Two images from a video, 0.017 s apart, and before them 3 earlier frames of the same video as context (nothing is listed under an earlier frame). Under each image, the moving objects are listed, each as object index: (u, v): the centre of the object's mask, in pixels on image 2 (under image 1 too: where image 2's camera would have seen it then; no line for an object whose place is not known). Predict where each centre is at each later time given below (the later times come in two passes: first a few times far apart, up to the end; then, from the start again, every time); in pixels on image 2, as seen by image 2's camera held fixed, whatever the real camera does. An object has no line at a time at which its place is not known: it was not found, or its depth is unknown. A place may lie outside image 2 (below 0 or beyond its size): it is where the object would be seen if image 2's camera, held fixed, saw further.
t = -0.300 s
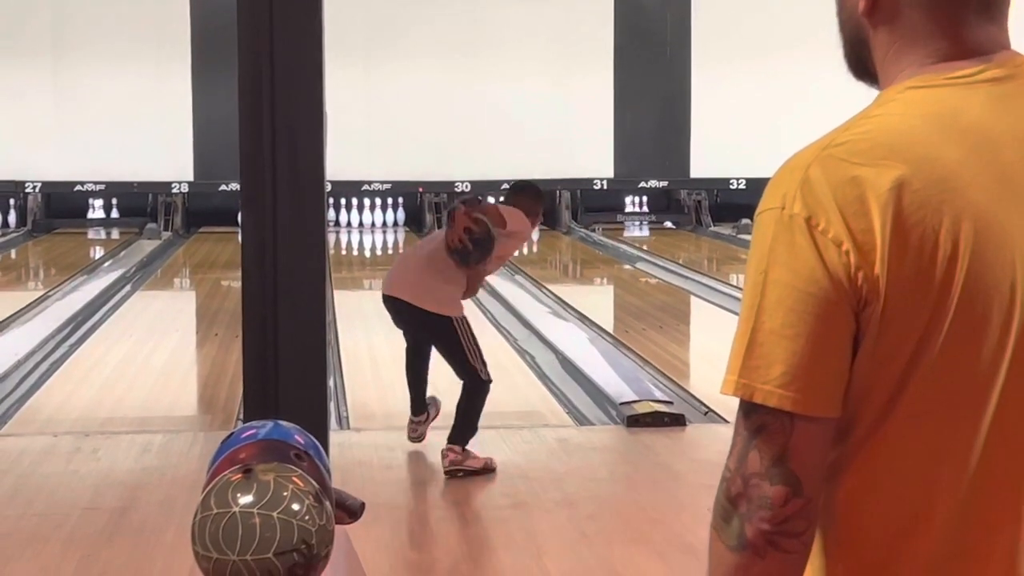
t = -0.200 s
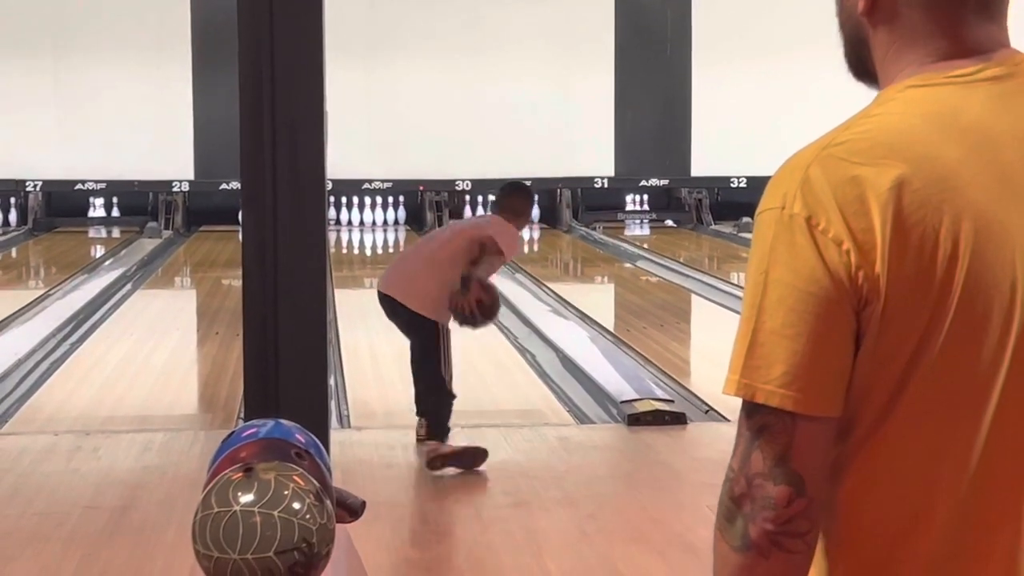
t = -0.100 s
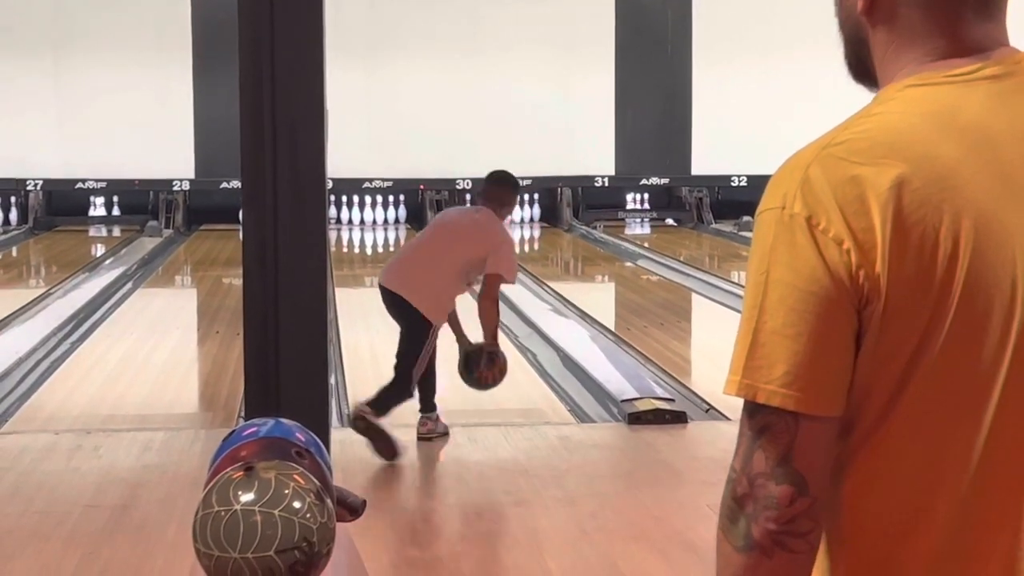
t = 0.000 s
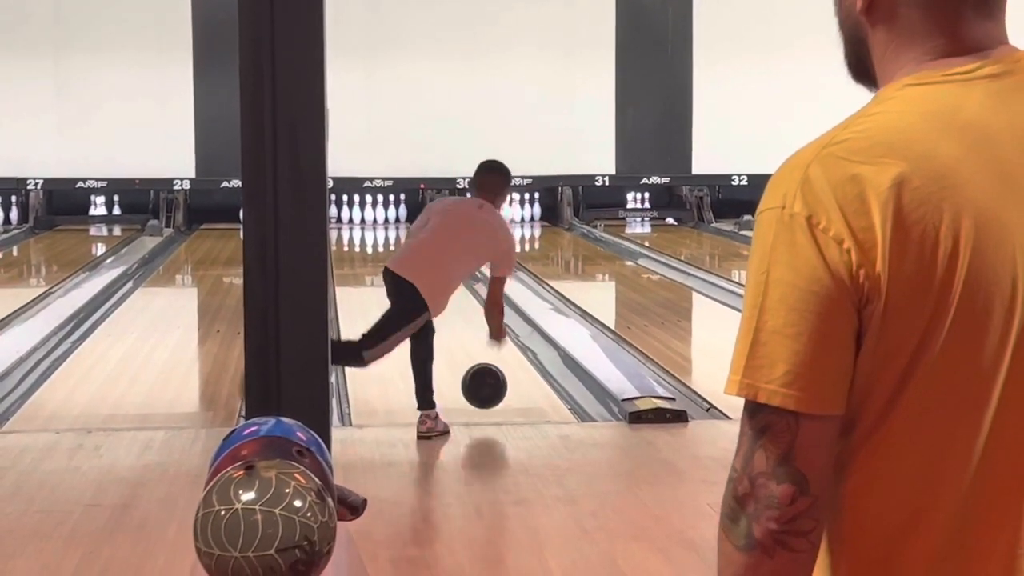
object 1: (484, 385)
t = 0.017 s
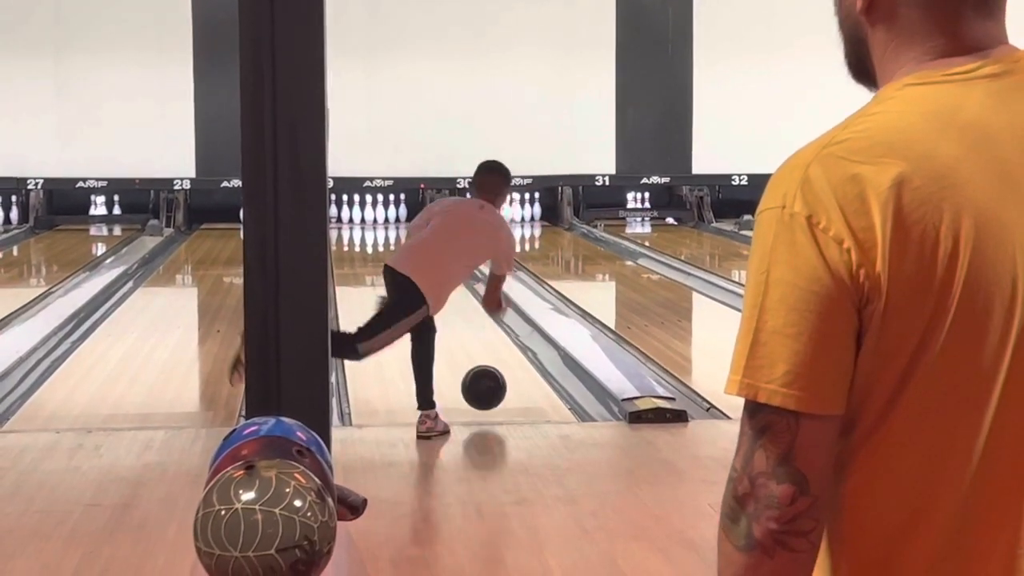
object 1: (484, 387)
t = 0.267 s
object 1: (476, 354)
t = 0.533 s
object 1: (468, 322)
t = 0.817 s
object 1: (460, 296)
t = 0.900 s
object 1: (455, 289)
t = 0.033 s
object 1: (483, 390)
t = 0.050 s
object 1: (483, 390)
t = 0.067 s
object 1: (482, 387)
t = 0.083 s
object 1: (482, 384)
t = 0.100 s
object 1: (481, 381)
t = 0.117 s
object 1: (481, 378)
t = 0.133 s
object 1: (480, 375)
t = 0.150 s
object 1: (479, 372)
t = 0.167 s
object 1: (479, 370)
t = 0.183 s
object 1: (478, 367)
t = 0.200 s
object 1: (478, 364)
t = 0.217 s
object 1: (477, 362)
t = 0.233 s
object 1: (477, 359)
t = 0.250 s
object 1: (476, 357)
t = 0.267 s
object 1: (476, 354)
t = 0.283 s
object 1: (475, 352)
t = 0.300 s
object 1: (475, 350)
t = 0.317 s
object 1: (474, 347)
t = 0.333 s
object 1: (474, 345)
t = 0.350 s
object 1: (473, 343)
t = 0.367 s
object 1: (472, 341)
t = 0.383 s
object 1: (472, 339)
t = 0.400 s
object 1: (471, 337)
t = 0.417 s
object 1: (471, 334)
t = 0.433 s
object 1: (471, 333)
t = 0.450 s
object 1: (470, 331)
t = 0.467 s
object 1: (470, 329)
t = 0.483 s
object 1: (469, 327)
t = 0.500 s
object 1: (469, 325)
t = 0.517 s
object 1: (468, 323)
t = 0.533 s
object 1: (468, 322)
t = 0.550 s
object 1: (467, 320)
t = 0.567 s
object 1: (467, 318)
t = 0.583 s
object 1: (466, 317)
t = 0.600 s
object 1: (466, 315)
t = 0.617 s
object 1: (465, 314)
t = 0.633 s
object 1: (465, 312)
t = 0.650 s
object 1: (464, 310)
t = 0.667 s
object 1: (464, 309)
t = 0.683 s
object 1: (463, 308)
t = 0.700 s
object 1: (463, 306)
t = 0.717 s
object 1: (462, 305)
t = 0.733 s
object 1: (462, 303)
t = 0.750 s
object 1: (461, 302)
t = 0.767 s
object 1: (461, 300)
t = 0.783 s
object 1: (461, 299)
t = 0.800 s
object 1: (460, 298)
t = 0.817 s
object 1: (460, 296)
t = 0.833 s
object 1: (459, 295)
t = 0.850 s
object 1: (458, 294)
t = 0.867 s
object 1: (457, 293)
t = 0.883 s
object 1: (456, 291)
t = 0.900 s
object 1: (455, 289)
